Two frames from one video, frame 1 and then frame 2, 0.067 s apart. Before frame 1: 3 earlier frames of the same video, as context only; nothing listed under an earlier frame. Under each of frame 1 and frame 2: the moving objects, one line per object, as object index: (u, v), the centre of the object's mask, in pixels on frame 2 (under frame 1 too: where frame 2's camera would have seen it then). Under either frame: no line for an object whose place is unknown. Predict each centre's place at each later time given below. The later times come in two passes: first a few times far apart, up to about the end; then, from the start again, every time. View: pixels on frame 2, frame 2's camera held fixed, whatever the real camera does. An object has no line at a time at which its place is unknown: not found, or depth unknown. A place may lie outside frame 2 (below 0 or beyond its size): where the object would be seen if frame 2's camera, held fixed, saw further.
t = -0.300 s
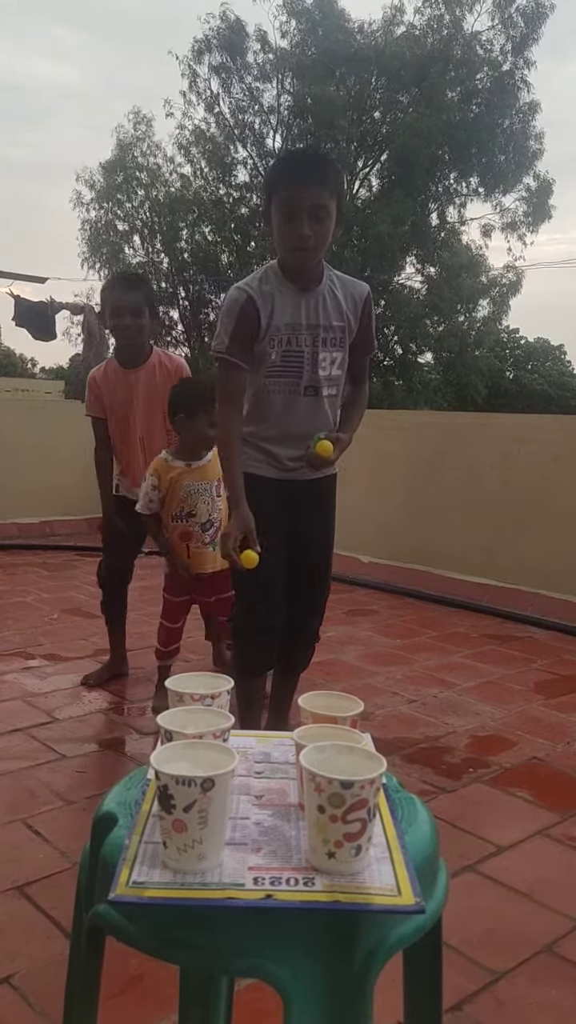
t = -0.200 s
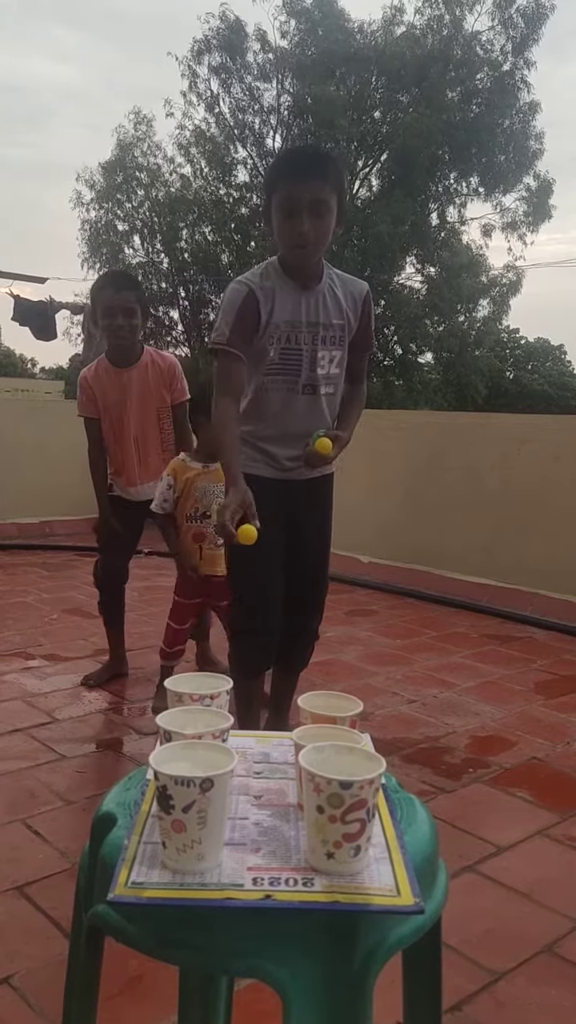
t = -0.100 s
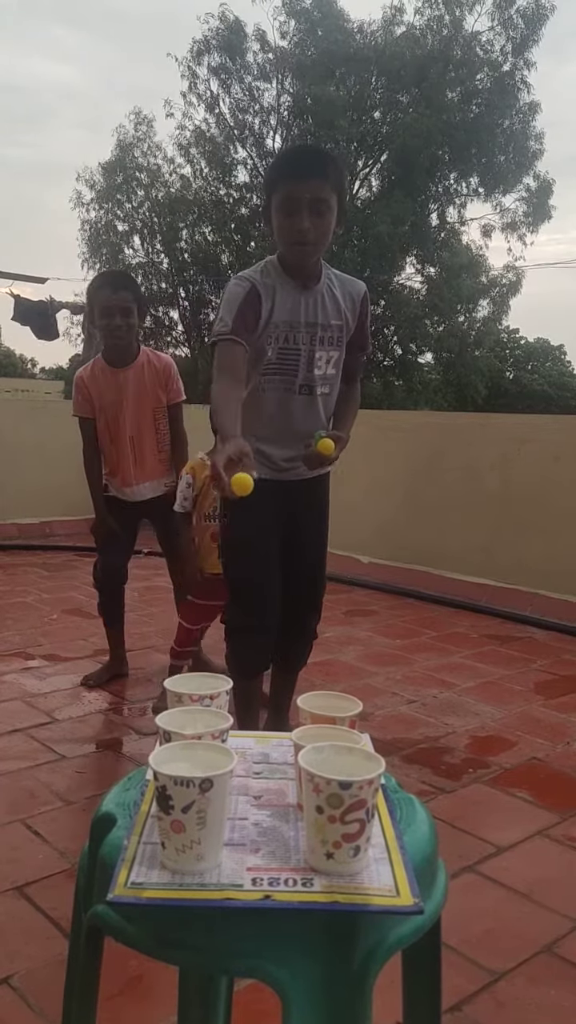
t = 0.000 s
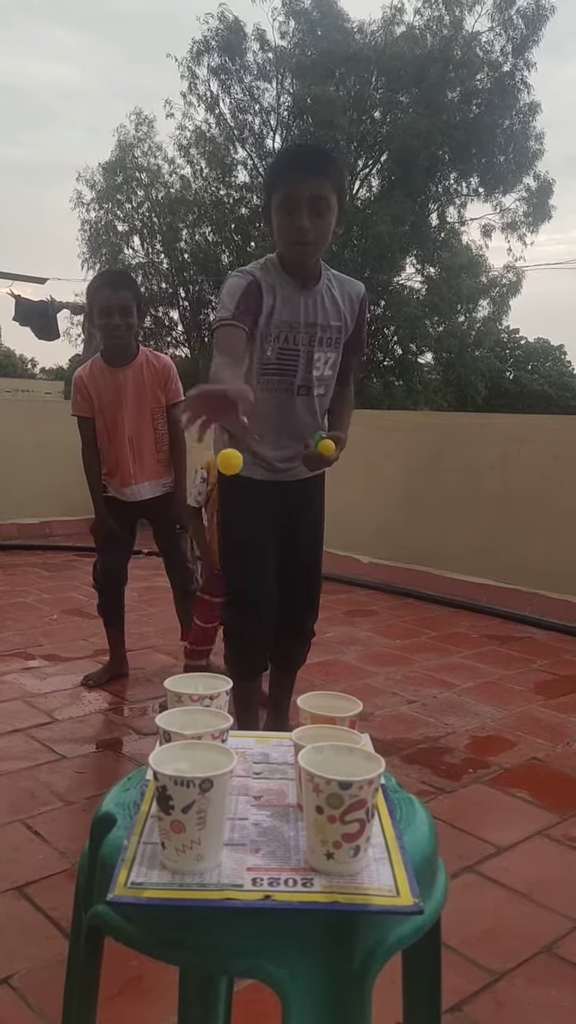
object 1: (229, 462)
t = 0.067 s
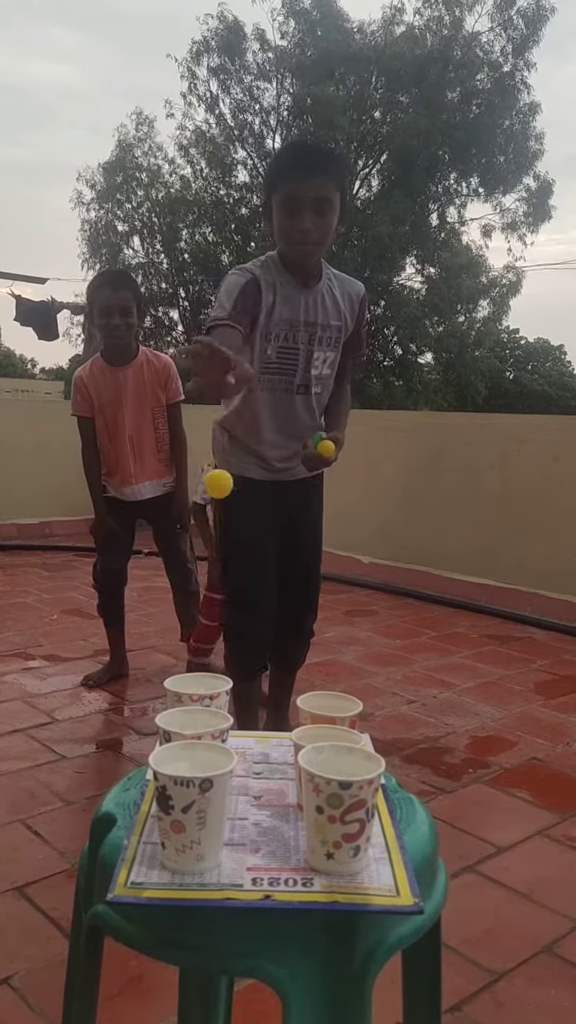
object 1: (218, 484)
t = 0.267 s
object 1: (186, 633)
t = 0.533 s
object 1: (176, 669)
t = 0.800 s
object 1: (189, 716)
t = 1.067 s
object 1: (200, 710)
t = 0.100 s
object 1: (211, 509)
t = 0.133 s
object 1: (204, 544)
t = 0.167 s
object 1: (196, 592)
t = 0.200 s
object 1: (186, 652)
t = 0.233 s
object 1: (186, 643)
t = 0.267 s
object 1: (186, 633)
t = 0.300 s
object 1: (187, 633)
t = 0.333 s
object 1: (187, 643)
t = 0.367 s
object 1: (187, 664)
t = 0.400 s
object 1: (185, 699)
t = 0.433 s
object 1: (185, 706)
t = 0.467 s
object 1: (182, 682)
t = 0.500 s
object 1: (179, 670)
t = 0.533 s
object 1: (176, 669)
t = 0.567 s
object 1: (174, 680)
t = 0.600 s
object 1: (170, 701)
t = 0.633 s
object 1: (172, 696)
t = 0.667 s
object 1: (178, 691)
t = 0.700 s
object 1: (182, 697)
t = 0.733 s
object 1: (186, 713)
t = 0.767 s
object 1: (188, 717)
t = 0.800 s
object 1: (189, 716)
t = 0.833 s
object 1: (192, 715)
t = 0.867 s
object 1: (195, 712)
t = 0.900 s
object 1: (196, 711)
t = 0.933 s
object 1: (196, 713)
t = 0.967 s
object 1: (197, 713)
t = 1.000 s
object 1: (197, 714)
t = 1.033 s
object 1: (200, 711)
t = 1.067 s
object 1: (200, 710)
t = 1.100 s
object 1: (201, 711)
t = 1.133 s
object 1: (201, 711)
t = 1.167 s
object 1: (202, 711)
